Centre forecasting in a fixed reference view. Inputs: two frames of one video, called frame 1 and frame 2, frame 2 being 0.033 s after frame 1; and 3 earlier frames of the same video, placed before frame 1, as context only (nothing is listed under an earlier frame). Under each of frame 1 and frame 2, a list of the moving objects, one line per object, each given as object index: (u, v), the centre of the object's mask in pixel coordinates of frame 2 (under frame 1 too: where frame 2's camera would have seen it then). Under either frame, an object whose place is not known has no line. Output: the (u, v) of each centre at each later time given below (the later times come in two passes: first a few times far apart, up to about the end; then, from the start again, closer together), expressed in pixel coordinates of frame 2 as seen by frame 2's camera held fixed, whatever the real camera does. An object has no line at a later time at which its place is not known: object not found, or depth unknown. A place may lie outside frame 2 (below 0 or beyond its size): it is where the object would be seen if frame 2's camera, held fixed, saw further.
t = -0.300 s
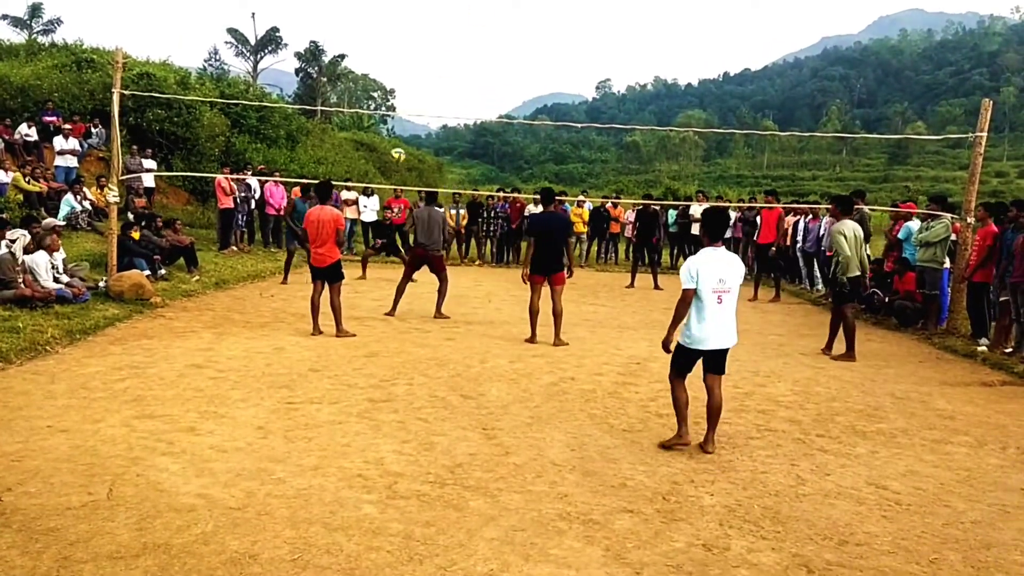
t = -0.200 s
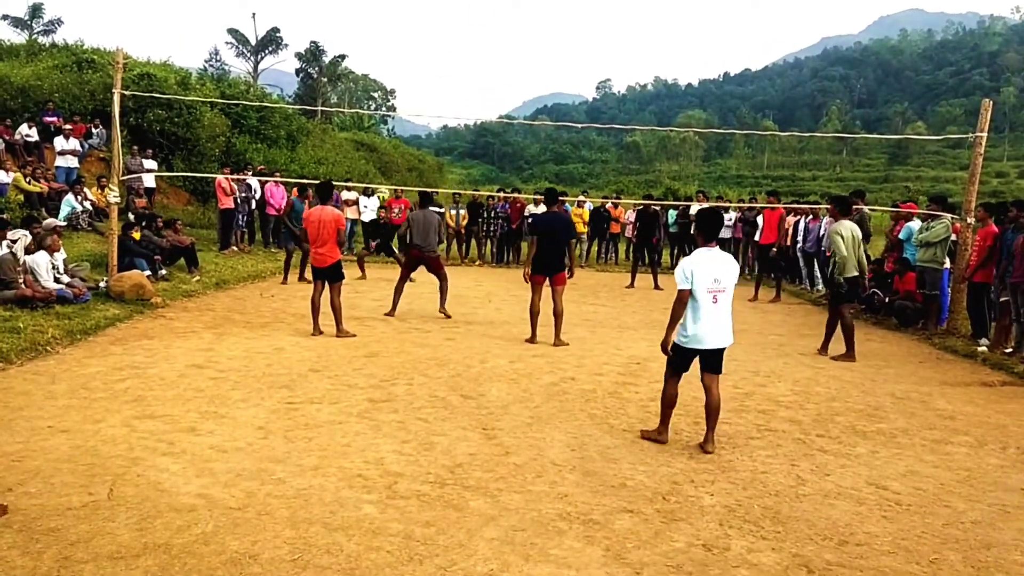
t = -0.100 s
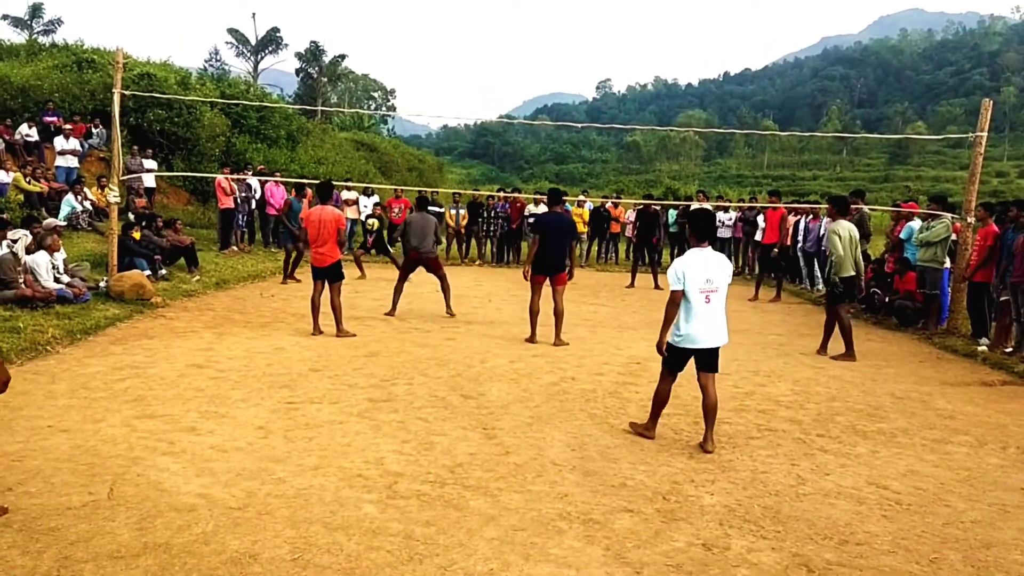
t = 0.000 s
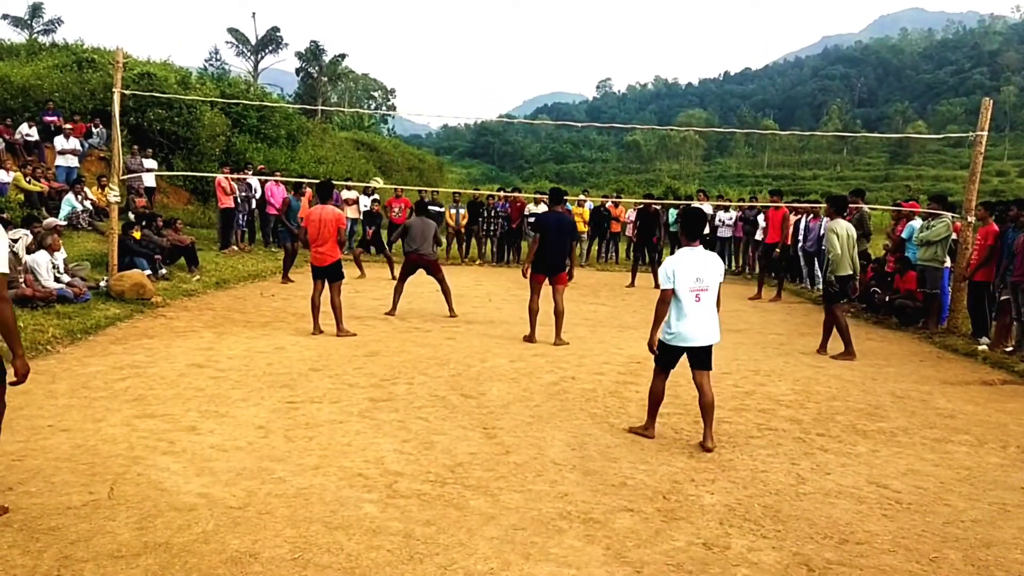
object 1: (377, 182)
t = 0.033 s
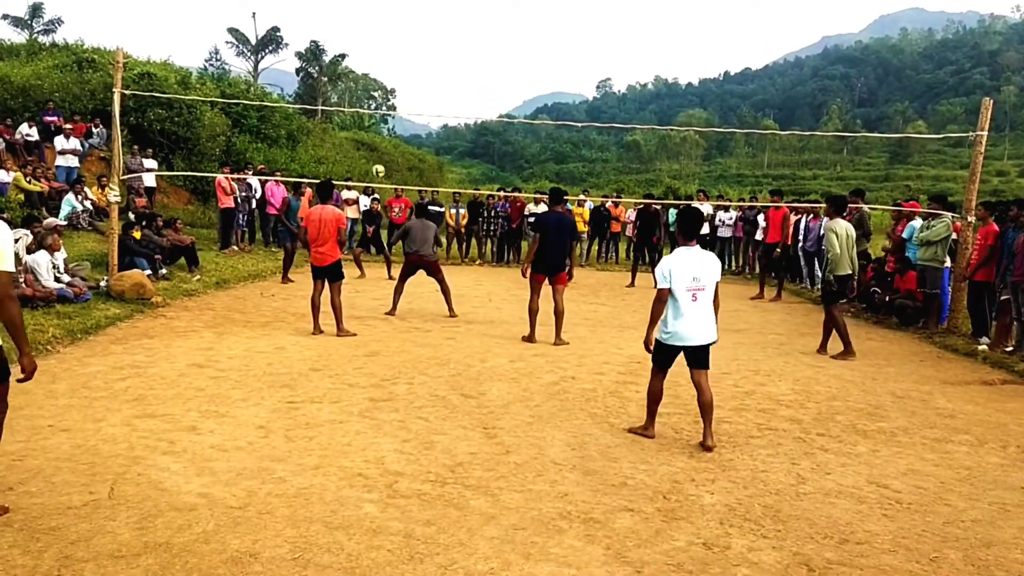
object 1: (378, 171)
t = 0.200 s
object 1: (386, 118)
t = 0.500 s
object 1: (402, 56)
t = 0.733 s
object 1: (414, 46)
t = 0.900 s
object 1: (424, 62)
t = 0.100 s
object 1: (381, 148)
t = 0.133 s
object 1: (383, 136)
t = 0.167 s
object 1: (385, 127)
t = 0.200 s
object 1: (386, 118)
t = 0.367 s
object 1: (394, 77)
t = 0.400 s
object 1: (396, 71)
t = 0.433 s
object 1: (398, 65)
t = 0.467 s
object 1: (399, 60)
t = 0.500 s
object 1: (402, 56)
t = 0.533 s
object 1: (403, 52)
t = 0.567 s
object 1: (405, 49)
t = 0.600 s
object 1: (406, 47)
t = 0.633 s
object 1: (408, 46)
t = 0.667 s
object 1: (410, 45)
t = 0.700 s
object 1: (413, 45)
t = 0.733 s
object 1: (414, 46)
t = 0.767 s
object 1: (416, 47)
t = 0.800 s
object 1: (418, 50)
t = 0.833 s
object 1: (420, 53)
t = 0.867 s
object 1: (422, 58)
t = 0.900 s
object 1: (424, 62)
